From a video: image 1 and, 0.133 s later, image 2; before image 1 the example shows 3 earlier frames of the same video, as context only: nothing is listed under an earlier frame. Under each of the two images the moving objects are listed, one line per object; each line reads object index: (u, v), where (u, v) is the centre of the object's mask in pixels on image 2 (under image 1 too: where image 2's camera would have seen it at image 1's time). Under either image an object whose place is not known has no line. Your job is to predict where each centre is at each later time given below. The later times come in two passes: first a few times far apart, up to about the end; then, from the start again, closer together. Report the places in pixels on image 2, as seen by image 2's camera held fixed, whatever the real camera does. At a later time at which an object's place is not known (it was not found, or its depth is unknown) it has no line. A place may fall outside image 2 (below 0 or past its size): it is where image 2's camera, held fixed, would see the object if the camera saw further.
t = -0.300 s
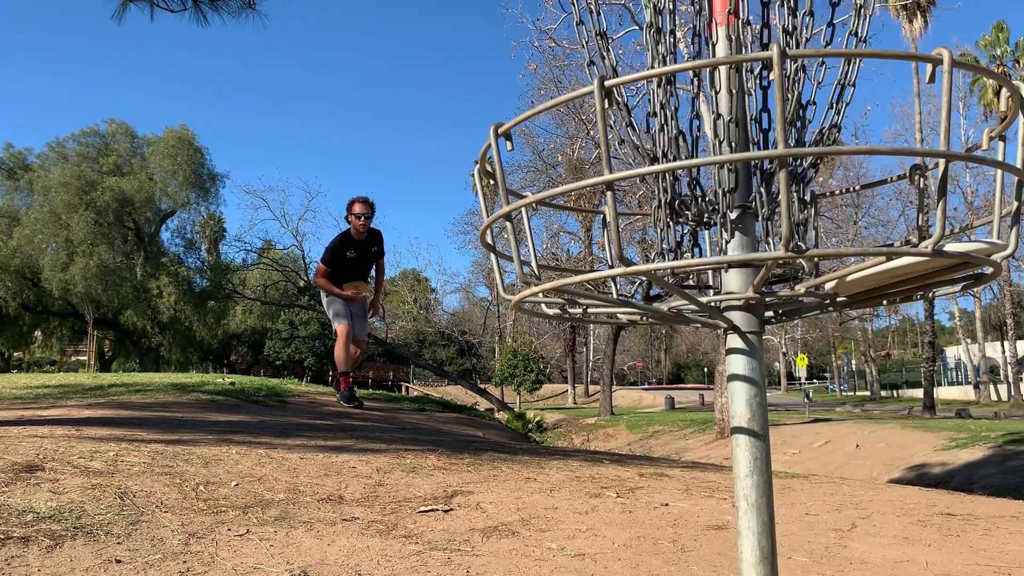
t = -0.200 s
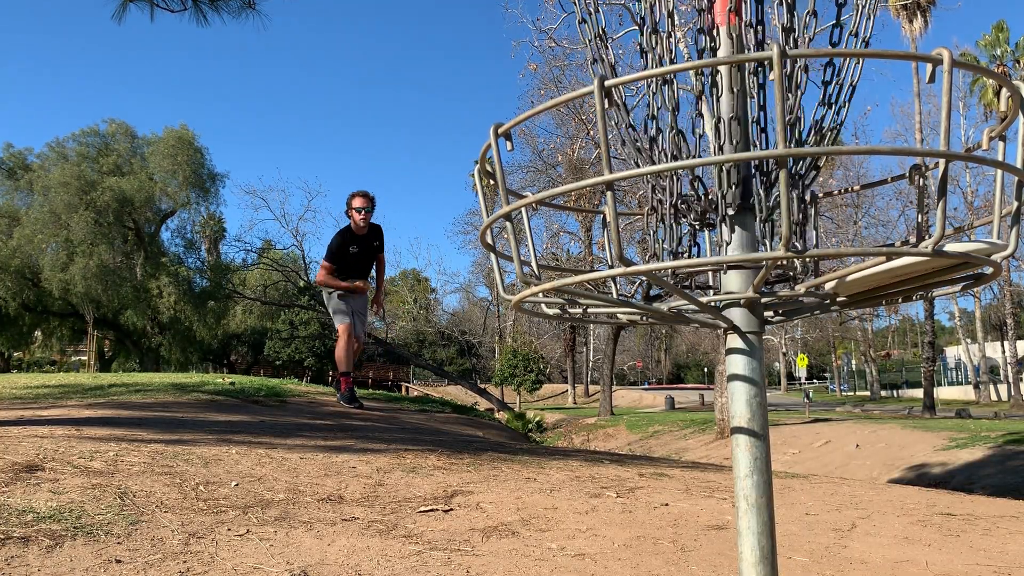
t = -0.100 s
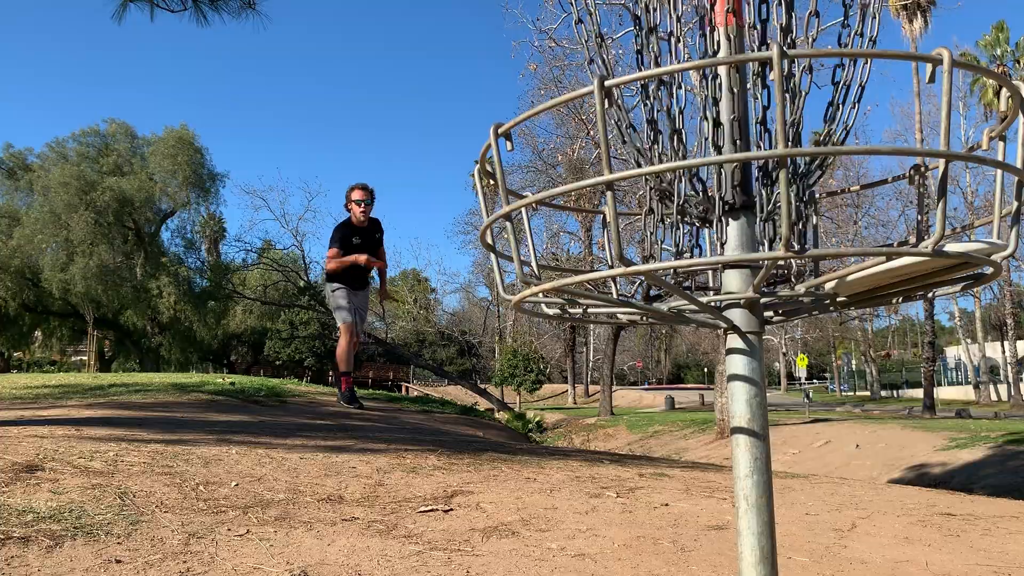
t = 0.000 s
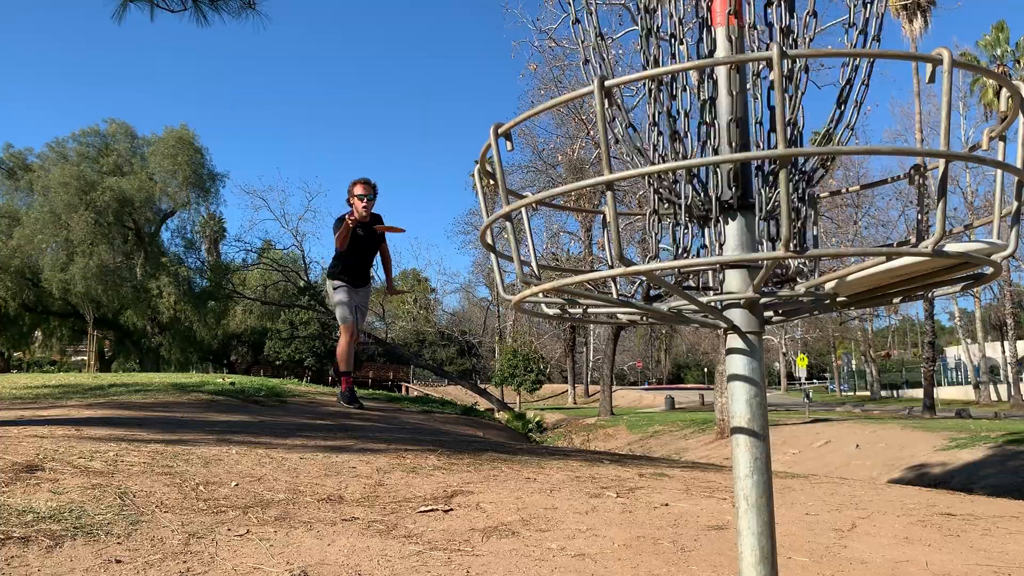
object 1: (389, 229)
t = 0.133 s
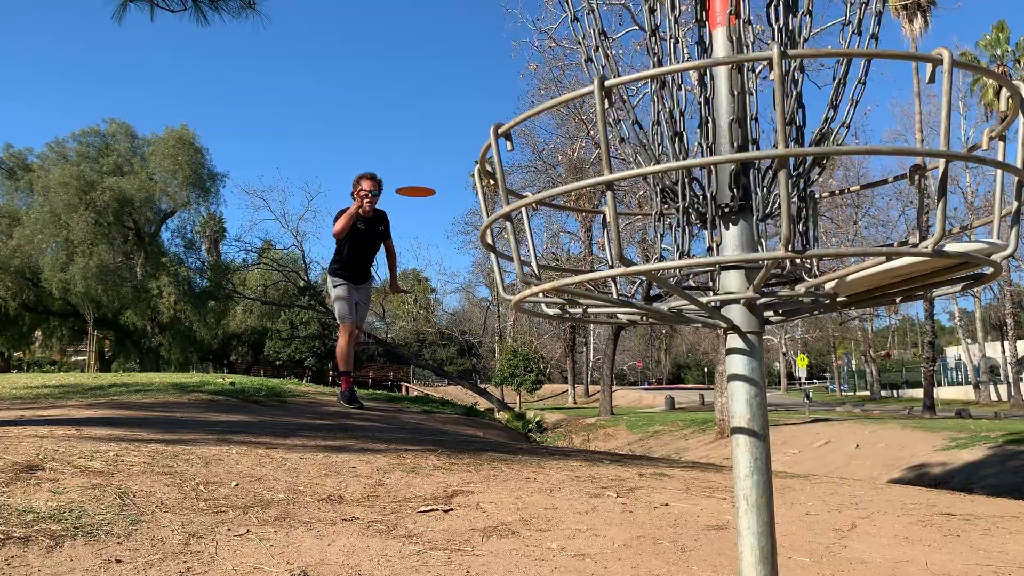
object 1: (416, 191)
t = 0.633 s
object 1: (958, 180)
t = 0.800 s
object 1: (980, 167)
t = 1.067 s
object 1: (987, 241)
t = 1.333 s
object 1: (975, 238)
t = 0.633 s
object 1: (958, 180)
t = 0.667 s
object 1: (972, 155)
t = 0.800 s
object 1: (980, 167)
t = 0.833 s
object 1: (982, 175)
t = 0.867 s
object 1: (974, 189)
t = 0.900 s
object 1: (963, 205)
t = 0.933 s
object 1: (978, 205)
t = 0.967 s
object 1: (969, 217)
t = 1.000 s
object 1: (967, 224)
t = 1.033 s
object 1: (978, 234)
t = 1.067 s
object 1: (987, 241)
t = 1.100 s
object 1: (953, 241)
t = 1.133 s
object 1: (931, 238)
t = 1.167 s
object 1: (930, 237)
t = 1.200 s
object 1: (933, 236)
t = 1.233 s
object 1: (950, 241)
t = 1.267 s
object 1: (987, 243)
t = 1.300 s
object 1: (982, 240)
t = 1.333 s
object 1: (975, 238)
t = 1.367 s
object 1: (980, 240)
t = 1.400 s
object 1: (986, 242)
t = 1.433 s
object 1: (978, 242)
